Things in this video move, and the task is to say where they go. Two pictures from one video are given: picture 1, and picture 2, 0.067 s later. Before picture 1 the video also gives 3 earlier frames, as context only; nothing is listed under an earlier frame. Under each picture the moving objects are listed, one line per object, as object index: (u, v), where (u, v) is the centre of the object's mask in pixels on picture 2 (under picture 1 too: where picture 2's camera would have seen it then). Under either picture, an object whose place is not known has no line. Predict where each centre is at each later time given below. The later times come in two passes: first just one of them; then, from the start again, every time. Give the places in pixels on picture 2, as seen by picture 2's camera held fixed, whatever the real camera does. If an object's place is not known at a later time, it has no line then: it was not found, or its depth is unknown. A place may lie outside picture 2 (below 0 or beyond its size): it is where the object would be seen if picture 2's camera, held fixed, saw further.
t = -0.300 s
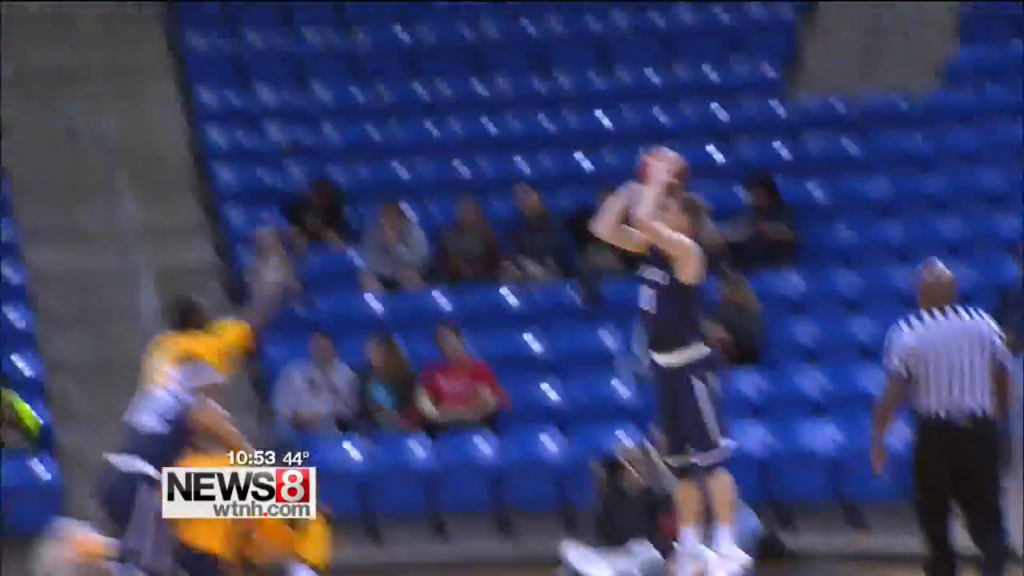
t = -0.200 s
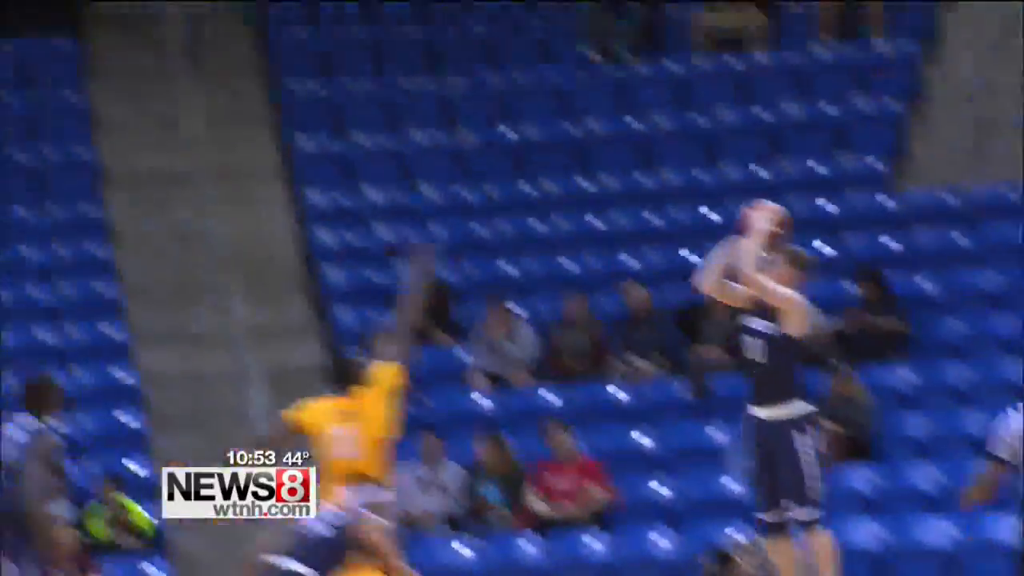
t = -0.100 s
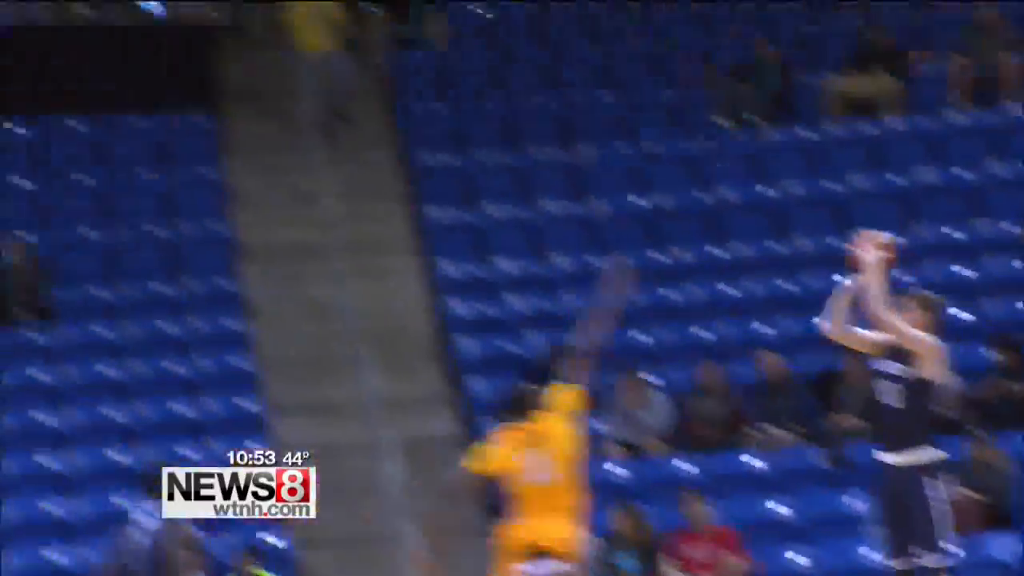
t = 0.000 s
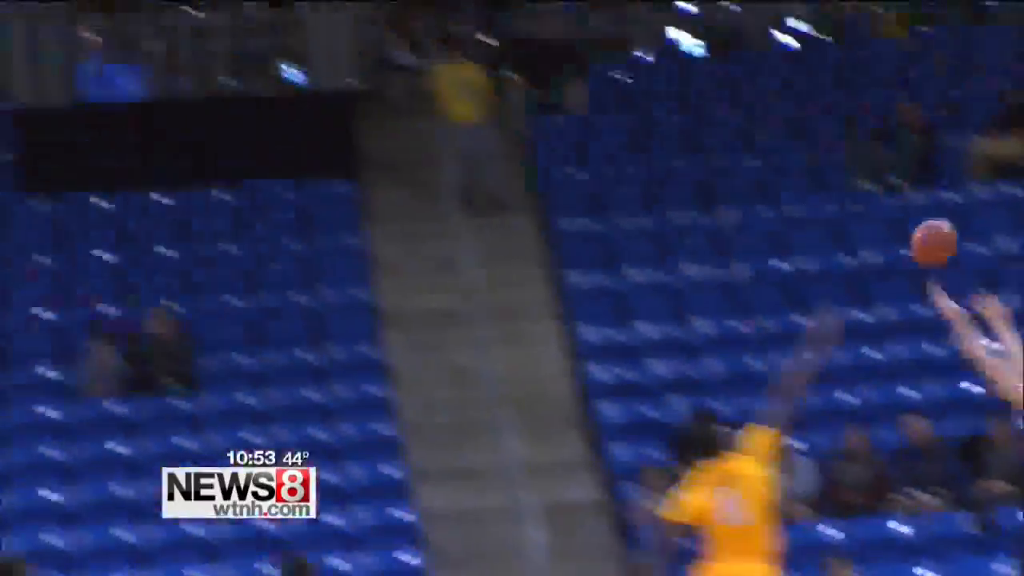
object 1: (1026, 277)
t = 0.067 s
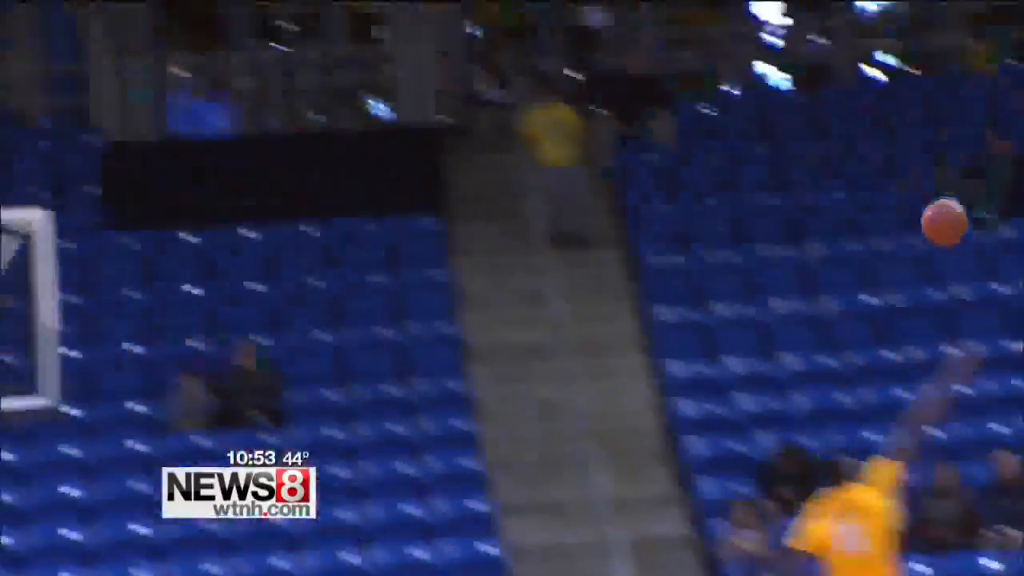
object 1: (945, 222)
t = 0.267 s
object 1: (711, 117)
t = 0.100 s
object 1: (904, 200)
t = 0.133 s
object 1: (865, 180)
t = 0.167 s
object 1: (826, 162)
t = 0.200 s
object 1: (789, 145)
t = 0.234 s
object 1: (748, 130)
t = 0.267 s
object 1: (711, 117)
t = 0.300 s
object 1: (673, 107)
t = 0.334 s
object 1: (636, 98)
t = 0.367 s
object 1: (599, 90)
